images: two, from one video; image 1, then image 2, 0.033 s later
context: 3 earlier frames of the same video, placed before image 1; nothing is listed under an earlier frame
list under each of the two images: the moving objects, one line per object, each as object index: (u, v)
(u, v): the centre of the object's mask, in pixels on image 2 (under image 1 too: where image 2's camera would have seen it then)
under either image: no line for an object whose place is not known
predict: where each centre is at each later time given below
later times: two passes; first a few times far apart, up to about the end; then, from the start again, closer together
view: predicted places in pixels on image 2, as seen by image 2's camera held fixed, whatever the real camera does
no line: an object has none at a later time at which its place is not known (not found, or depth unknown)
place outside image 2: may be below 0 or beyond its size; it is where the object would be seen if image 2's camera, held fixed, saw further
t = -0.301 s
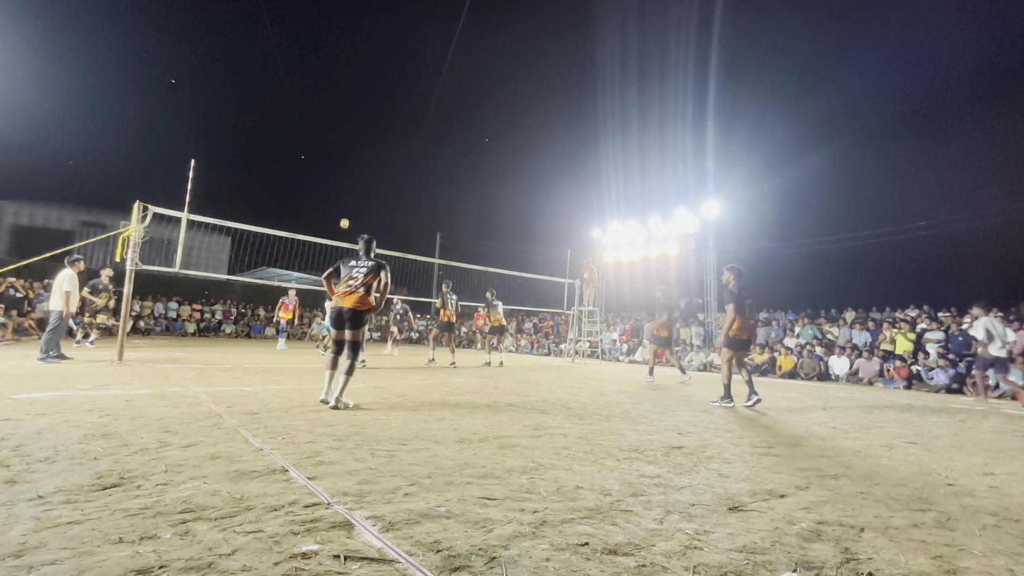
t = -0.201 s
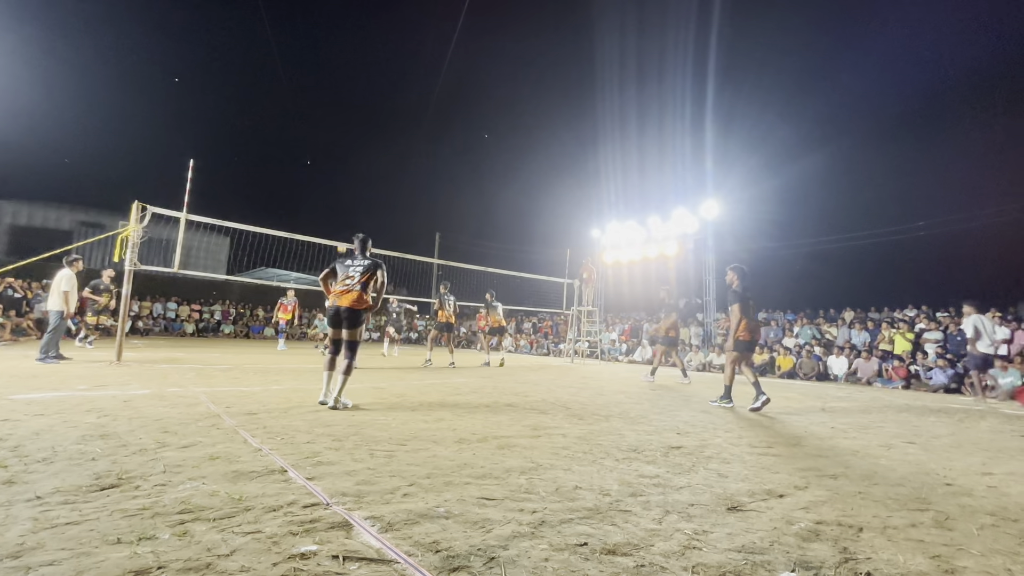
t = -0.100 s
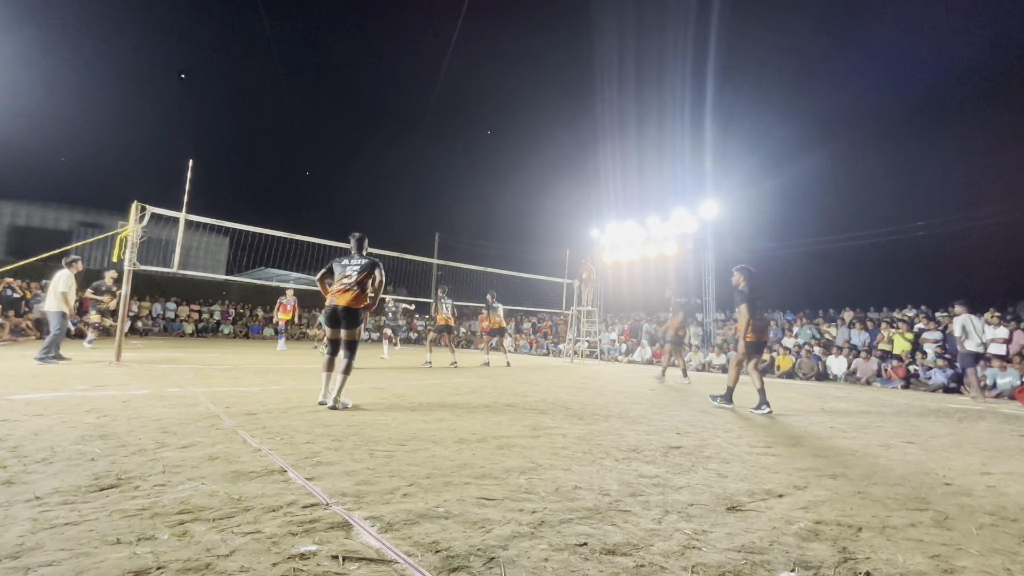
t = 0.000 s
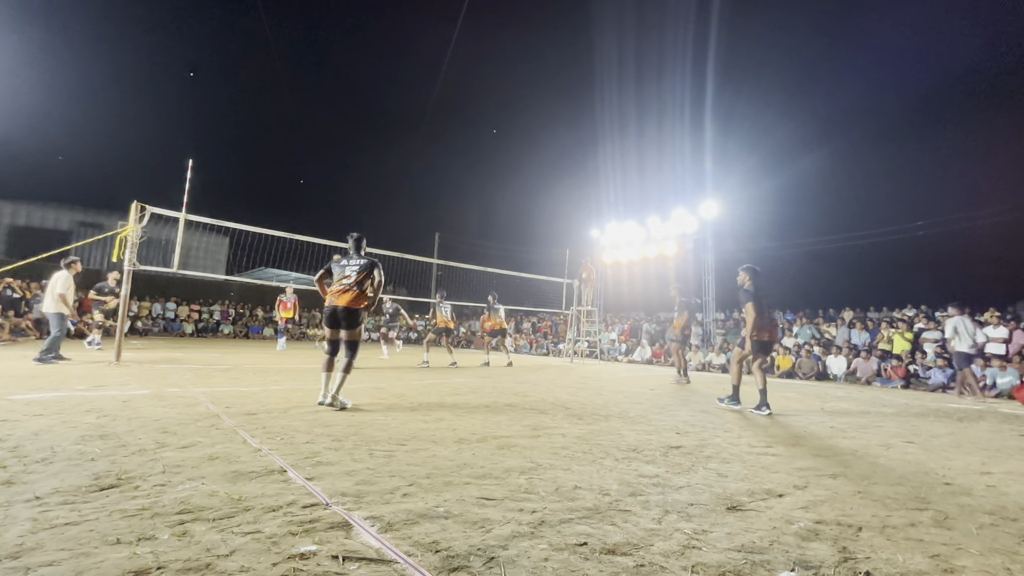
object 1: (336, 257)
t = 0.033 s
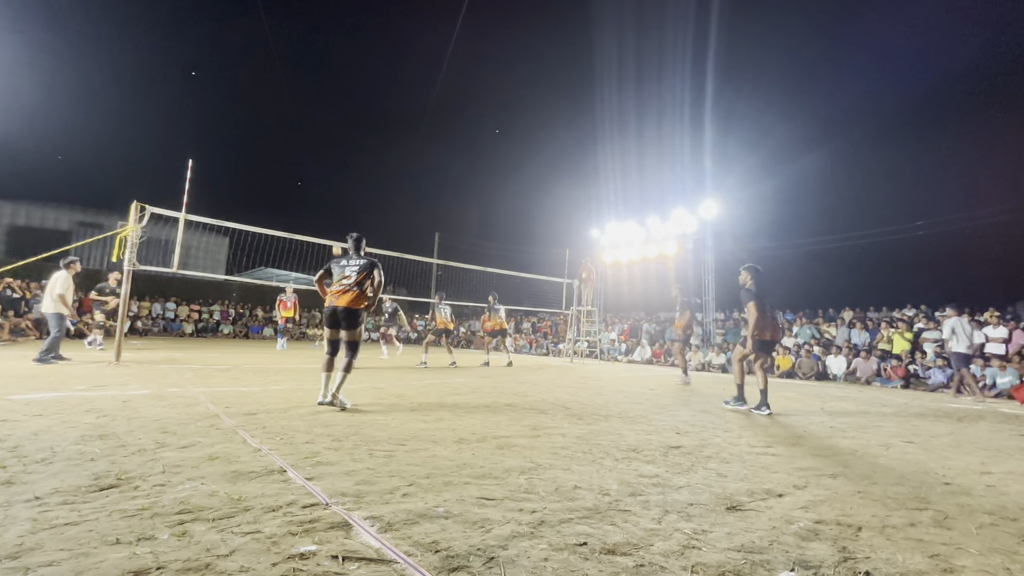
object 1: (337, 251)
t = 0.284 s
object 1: (331, 191)
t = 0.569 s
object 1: (321, 149)
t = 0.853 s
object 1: (307, 136)
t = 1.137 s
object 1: (288, 158)
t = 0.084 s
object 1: (336, 236)
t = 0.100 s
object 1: (336, 232)
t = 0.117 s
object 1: (335, 228)
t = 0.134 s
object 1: (335, 224)
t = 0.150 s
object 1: (335, 220)
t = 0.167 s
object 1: (334, 216)
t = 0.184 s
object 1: (334, 212)
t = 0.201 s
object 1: (333, 208)
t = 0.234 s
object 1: (333, 205)
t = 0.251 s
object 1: (333, 201)
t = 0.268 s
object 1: (332, 194)
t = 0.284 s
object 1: (331, 191)
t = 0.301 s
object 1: (331, 188)
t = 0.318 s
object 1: (330, 185)
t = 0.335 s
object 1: (330, 181)
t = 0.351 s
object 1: (329, 179)
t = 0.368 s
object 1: (329, 176)
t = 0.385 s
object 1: (328, 173)
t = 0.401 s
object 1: (328, 170)
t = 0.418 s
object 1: (327, 168)
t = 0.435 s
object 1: (327, 165)
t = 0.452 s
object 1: (326, 163)
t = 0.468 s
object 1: (325, 161)
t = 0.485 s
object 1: (325, 158)
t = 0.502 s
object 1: (324, 156)
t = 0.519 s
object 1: (323, 154)
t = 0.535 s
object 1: (323, 153)
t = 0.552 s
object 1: (322, 151)
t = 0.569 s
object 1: (321, 149)
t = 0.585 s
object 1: (321, 147)
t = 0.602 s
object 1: (320, 146)
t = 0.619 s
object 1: (319, 144)
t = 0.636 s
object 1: (319, 143)
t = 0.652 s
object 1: (318, 142)
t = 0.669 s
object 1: (317, 141)
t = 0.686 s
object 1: (316, 140)
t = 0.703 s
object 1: (316, 139)
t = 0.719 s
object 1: (315, 138)
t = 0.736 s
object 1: (314, 137)
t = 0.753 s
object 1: (313, 137)
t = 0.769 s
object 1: (312, 136)
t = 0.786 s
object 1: (311, 136)
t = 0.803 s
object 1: (310, 136)
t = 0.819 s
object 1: (309, 135)
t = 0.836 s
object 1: (309, 136)
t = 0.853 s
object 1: (307, 136)
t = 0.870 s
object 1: (306, 136)
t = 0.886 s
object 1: (305, 136)
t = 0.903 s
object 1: (304, 137)
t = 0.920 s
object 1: (303, 137)
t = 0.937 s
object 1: (302, 138)
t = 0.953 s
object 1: (301, 139)
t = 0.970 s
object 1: (300, 140)
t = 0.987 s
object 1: (299, 141)
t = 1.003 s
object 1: (298, 142)
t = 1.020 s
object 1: (297, 144)
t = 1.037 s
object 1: (295, 146)
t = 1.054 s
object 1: (294, 147)
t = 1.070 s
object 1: (293, 149)
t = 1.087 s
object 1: (291, 151)
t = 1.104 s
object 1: (290, 153)
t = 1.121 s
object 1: (289, 155)
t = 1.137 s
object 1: (288, 158)
